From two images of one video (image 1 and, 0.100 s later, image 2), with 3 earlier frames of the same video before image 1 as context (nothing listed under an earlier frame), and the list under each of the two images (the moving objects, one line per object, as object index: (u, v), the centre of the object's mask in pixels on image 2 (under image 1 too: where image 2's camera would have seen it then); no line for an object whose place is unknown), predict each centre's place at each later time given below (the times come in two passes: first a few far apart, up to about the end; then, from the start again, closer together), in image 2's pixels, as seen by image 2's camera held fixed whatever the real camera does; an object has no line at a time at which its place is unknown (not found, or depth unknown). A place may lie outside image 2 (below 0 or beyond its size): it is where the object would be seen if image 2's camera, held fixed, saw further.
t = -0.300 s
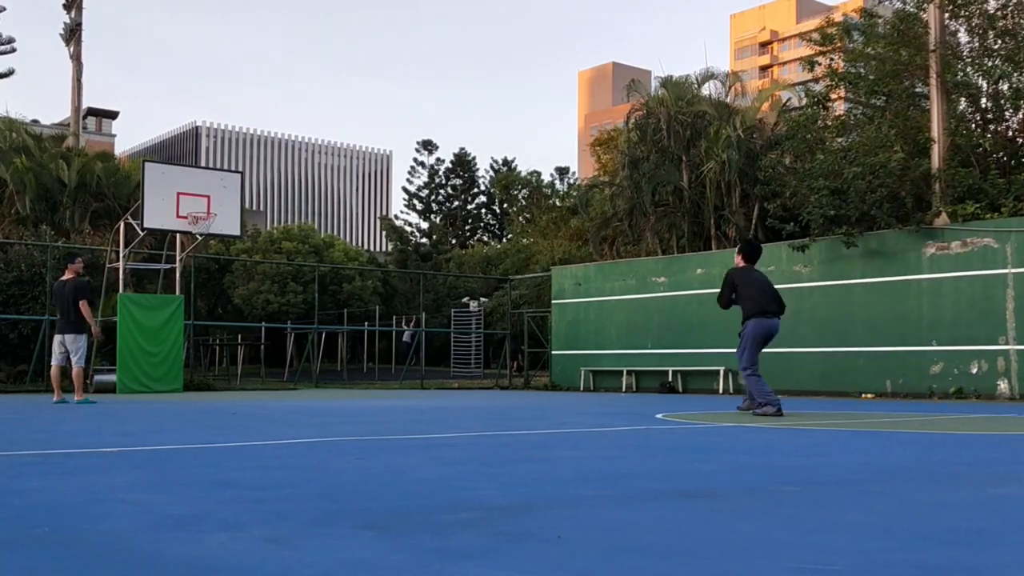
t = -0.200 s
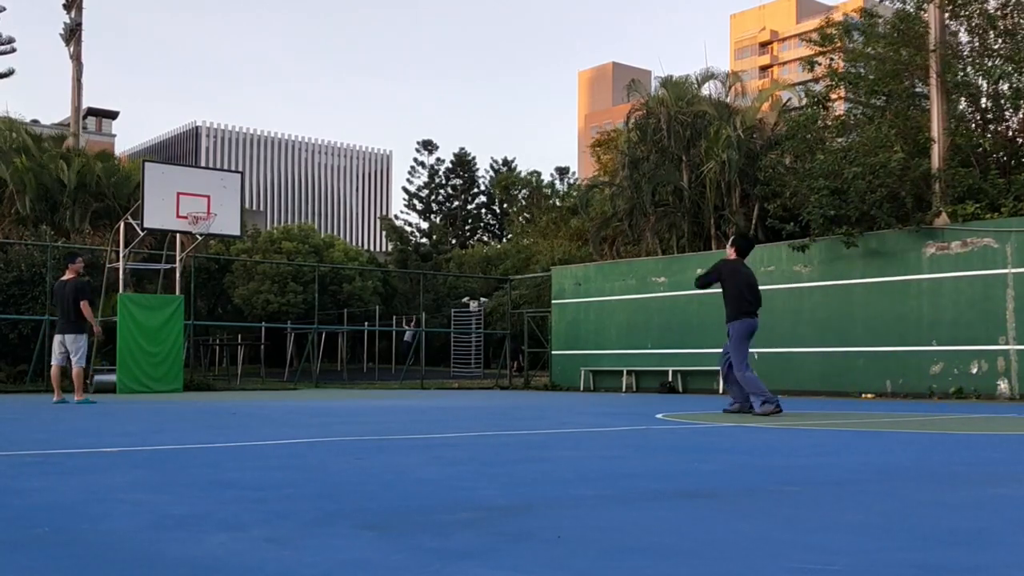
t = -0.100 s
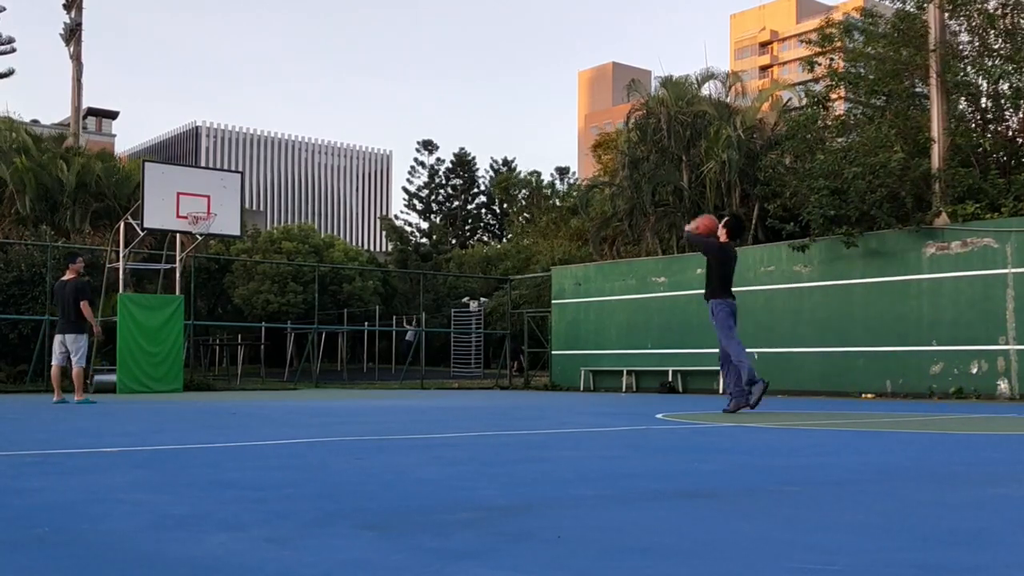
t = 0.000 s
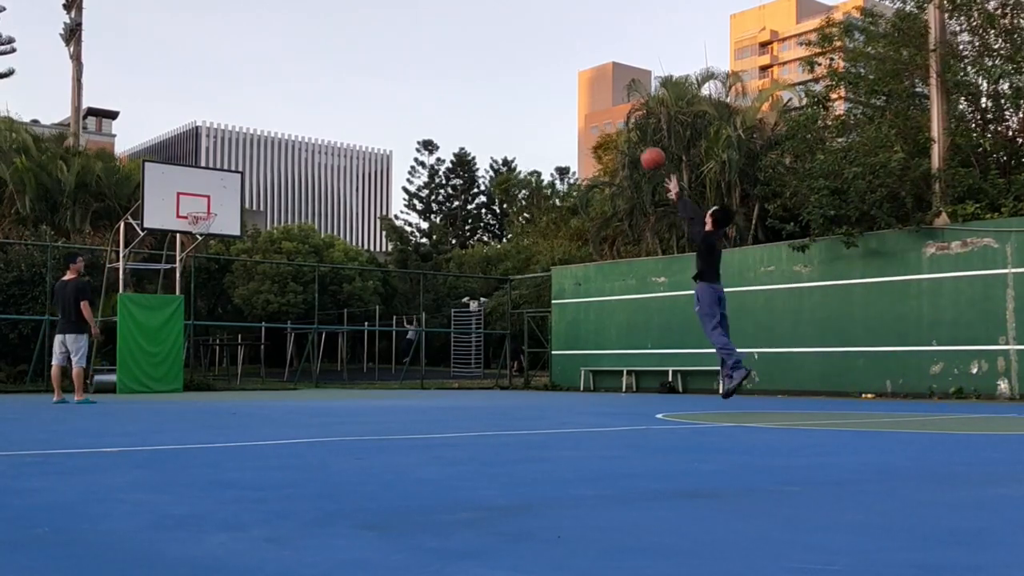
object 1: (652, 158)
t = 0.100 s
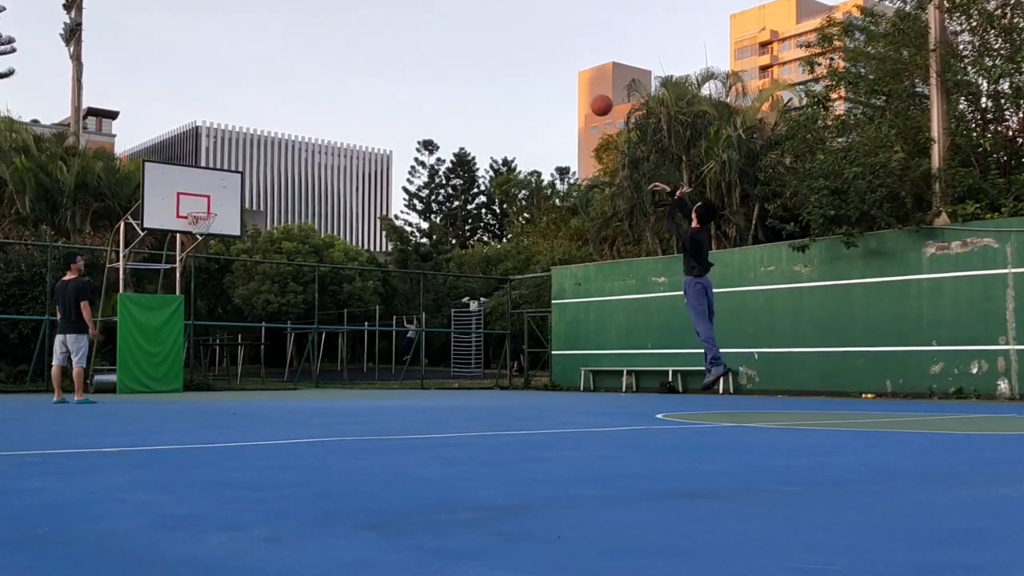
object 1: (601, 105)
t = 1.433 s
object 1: (204, 210)
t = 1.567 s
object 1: (197, 221)
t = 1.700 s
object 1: (203, 228)
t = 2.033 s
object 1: (211, 287)
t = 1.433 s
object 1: (204, 210)
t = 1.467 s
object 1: (203, 217)
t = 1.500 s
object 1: (201, 220)
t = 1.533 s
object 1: (200, 219)
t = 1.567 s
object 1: (197, 221)
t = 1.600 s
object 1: (199, 220)
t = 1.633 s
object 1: (200, 220)
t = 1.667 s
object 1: (203, 224)
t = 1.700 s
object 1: (203, 228)
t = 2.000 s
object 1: (210, 278)
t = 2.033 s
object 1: (211, 287)
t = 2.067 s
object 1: (212, 296)
